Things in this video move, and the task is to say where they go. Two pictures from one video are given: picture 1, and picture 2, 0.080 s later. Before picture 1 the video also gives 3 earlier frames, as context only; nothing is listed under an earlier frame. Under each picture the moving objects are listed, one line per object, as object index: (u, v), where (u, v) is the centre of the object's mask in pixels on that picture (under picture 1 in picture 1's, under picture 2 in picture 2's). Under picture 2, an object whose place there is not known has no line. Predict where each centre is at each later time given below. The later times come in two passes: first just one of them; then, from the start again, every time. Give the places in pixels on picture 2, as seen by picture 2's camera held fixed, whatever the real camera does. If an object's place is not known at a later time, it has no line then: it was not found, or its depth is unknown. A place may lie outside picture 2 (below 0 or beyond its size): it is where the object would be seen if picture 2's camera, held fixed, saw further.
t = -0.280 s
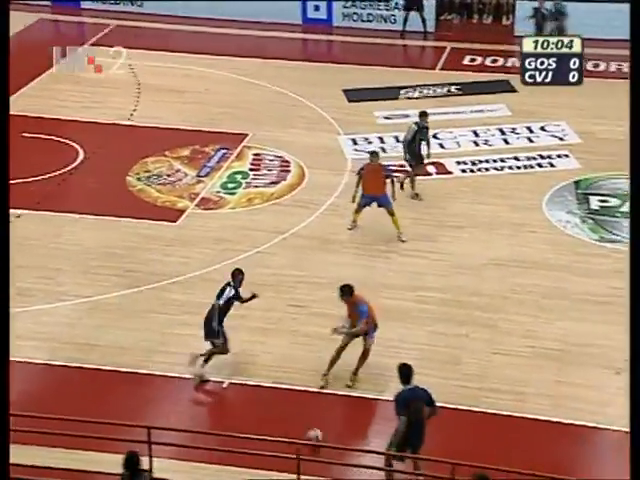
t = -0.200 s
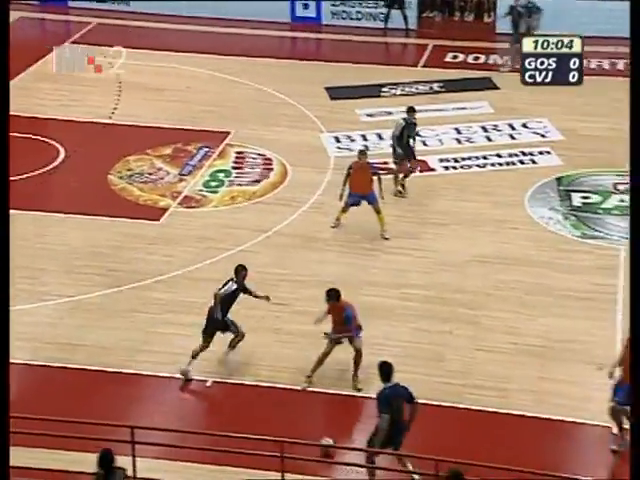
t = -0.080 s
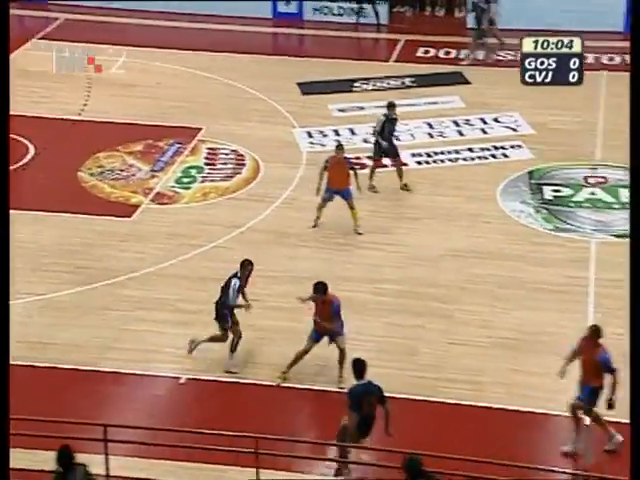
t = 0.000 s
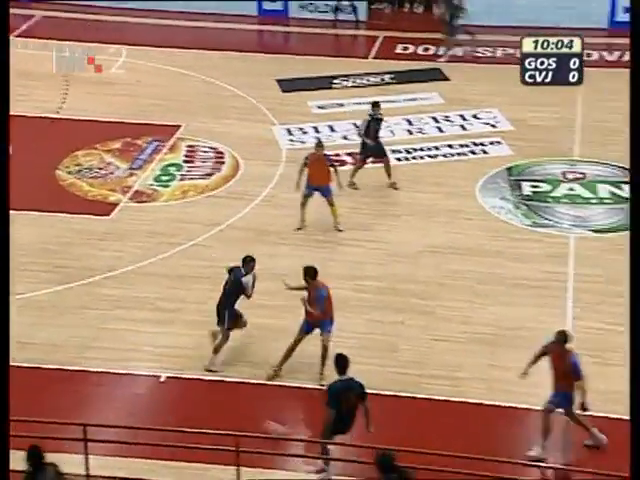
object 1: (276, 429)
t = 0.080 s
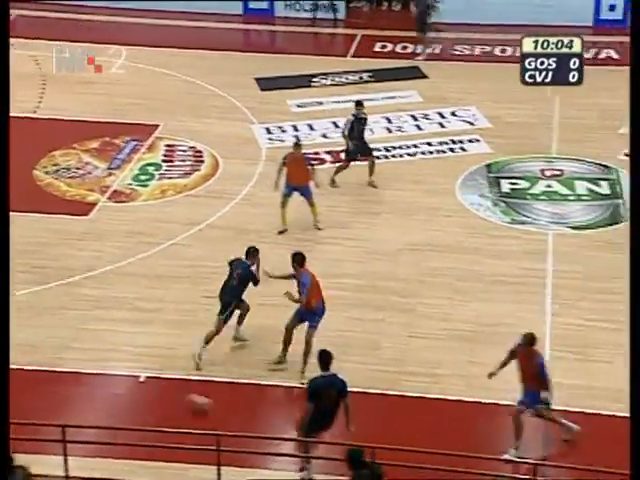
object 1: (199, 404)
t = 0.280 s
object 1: (79, 355)
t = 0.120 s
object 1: (173, 391)
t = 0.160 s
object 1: (148, 384)
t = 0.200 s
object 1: (122, 376)
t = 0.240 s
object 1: (101, 365)
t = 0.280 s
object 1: (79, 355)
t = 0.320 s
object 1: (58, 348)
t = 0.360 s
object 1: (40, 339)
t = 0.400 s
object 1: (23, 331)
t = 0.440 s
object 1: (7, 324)
